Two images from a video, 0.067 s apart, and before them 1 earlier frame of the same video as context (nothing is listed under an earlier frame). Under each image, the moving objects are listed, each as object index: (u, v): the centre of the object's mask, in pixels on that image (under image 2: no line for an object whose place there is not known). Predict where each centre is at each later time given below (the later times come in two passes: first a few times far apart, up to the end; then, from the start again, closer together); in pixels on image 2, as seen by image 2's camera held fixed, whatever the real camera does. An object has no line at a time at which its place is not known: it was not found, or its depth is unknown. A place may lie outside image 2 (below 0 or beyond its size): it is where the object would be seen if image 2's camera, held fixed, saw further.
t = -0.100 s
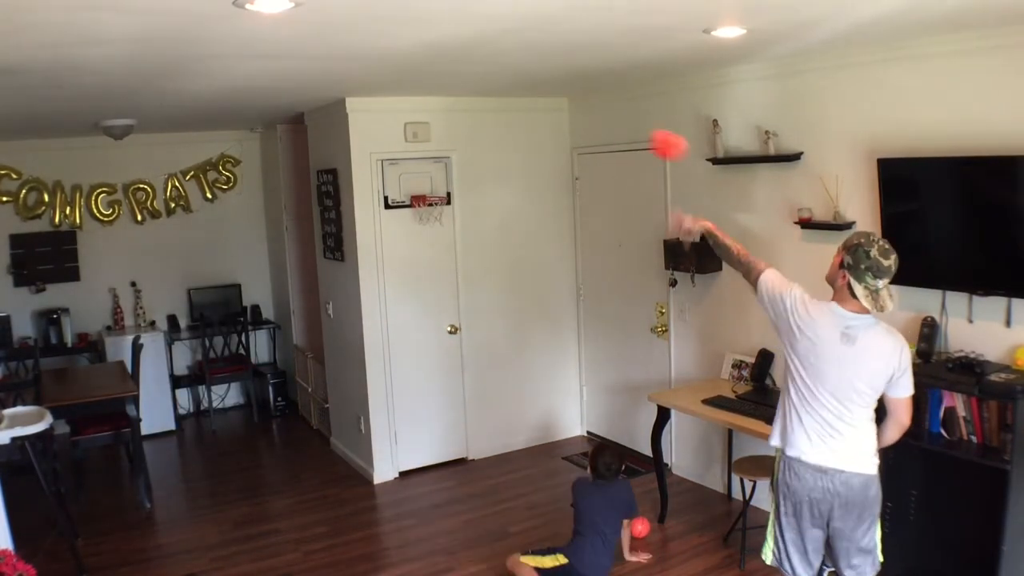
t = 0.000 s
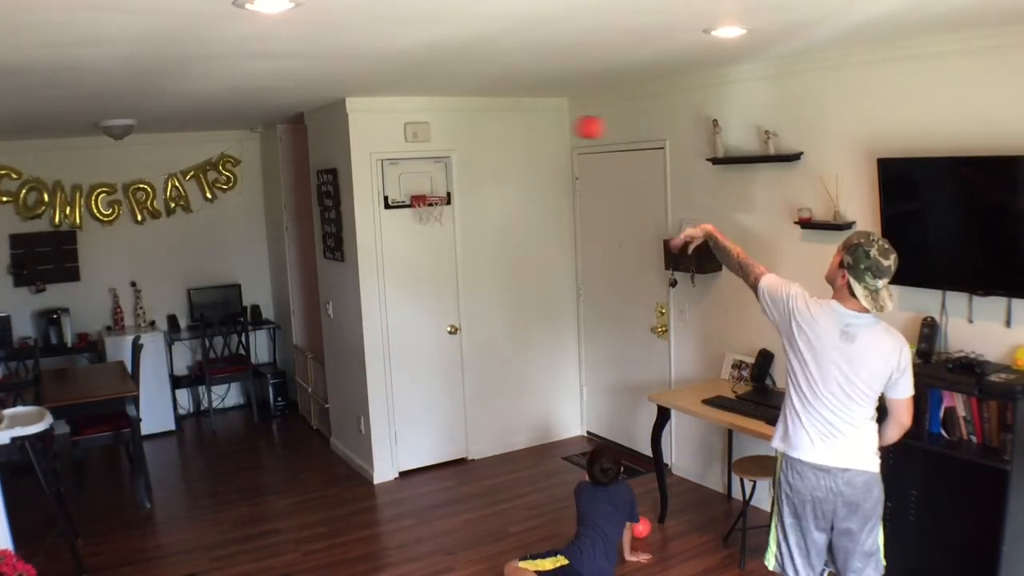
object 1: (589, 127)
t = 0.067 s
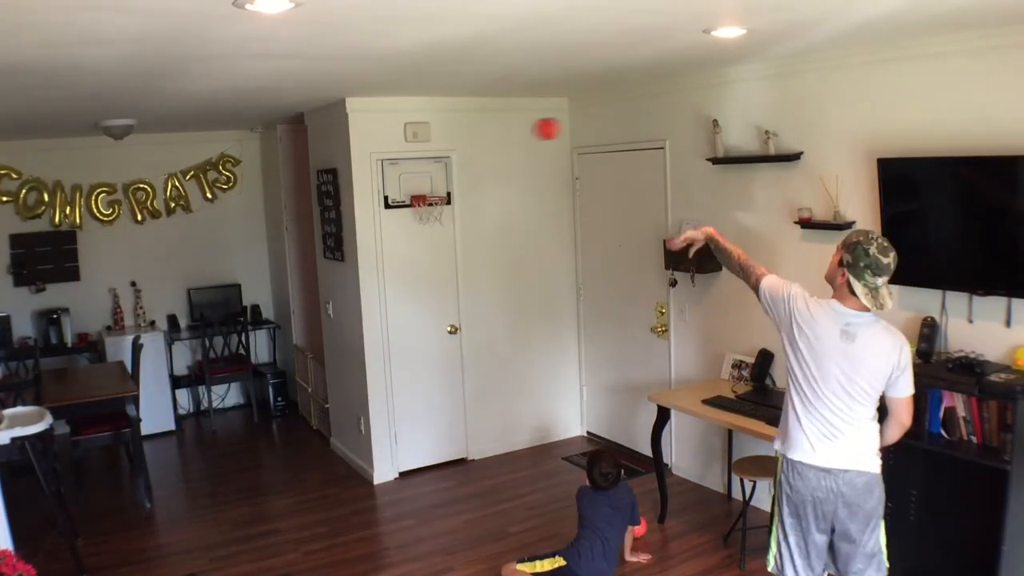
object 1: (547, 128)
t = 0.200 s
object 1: (480, 152)
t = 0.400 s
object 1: (423, 231)
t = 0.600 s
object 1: (411, 371)
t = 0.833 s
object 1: (393, 435)
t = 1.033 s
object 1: (373, 351)
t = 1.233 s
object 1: (357, 331)
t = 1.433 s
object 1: (345, 388)
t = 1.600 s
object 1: (340, 502)
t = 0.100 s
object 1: (528, 132)
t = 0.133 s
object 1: (511, 137)
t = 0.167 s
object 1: (495, 144)
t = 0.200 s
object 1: (480, 152)
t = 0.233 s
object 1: (466, 163)
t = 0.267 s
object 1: (454, 174)
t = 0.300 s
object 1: (442, 186)
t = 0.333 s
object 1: (432, 199)
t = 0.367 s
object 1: (426, 212)
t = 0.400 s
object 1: (423, 231)
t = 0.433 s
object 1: (420, 249)
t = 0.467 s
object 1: (418, 269)
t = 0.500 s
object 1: (416, 291)
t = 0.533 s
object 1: (414, 316)
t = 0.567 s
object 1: (412, 343)
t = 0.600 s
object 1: (411, 371)
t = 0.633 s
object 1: (409, 400)
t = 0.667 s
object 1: (408, 431)
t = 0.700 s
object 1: (407, 464)
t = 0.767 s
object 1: (401, 474)
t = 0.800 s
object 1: (397, 453)
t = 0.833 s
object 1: (393, 435)
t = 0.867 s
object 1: (390, 419)
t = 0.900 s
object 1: (387, 402)
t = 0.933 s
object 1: (383, 387)
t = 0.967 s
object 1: (380, 374)
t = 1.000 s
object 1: (377, 362)
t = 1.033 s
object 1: (373, 351)
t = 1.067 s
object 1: (371, 344)
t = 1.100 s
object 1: (368, 337)
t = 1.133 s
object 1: (365, 333)
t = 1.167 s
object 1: (362, 330)
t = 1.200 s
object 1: (359, 329)
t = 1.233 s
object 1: (357, 331)
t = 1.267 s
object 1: (354, 334)
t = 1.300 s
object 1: (352, 341)
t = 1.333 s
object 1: (350, 349)
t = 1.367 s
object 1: (348, 359)
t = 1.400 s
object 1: (347, 372)
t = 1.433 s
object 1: (345, 388)
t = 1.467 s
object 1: (344, 406)
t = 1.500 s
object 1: (343, 426)
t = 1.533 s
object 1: (341, 450)
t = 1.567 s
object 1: (340, 475)
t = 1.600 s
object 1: (340, 502)
